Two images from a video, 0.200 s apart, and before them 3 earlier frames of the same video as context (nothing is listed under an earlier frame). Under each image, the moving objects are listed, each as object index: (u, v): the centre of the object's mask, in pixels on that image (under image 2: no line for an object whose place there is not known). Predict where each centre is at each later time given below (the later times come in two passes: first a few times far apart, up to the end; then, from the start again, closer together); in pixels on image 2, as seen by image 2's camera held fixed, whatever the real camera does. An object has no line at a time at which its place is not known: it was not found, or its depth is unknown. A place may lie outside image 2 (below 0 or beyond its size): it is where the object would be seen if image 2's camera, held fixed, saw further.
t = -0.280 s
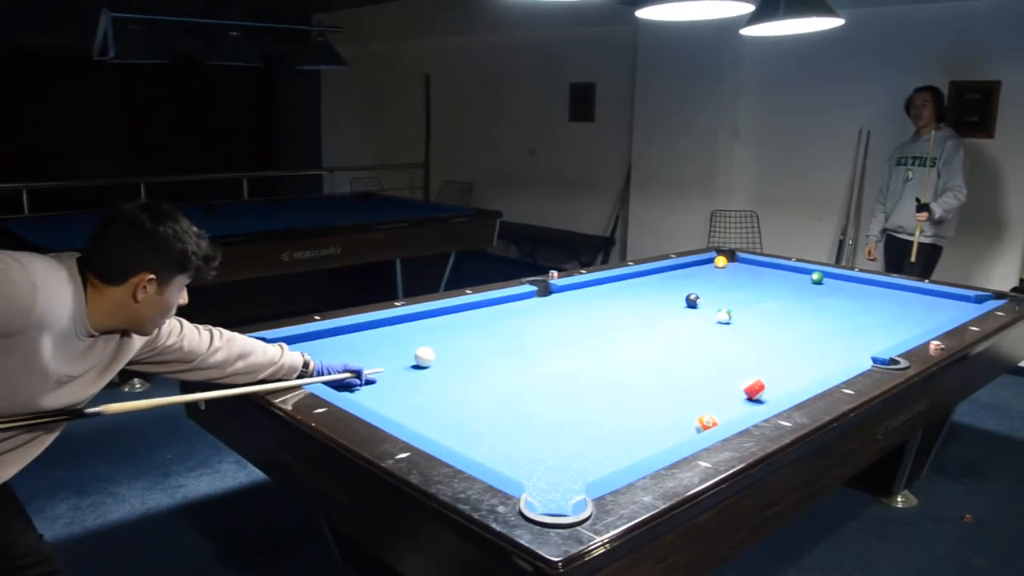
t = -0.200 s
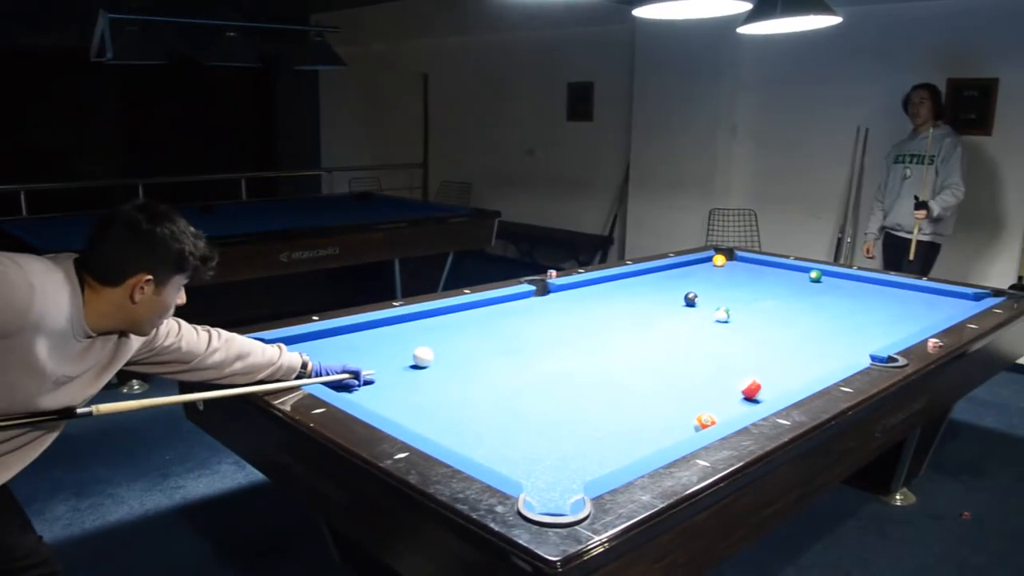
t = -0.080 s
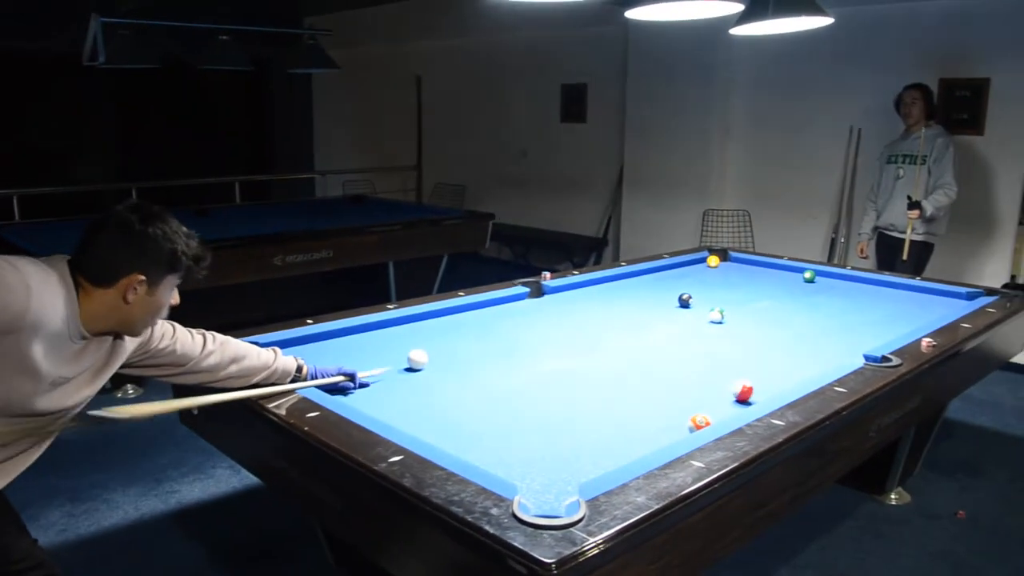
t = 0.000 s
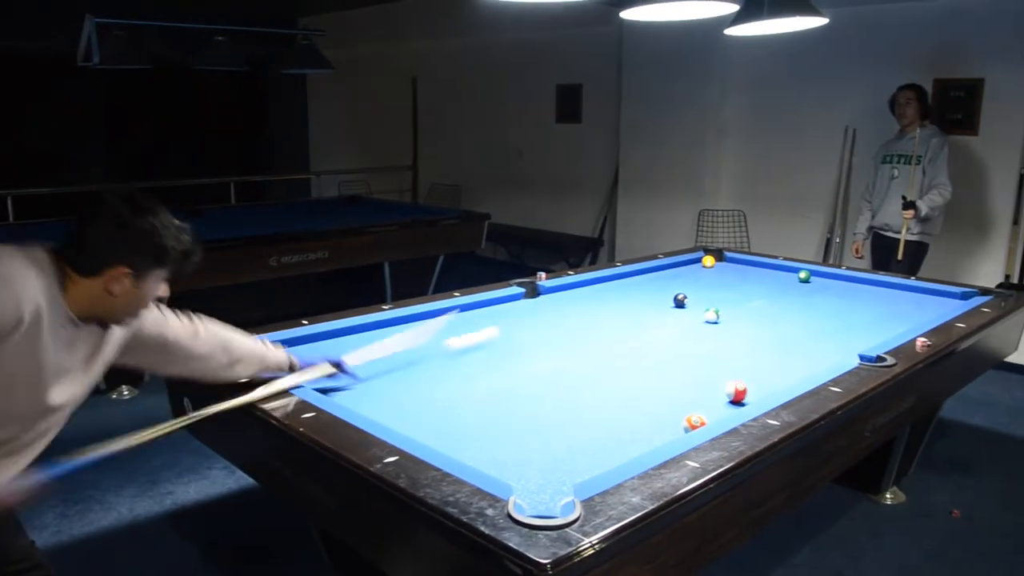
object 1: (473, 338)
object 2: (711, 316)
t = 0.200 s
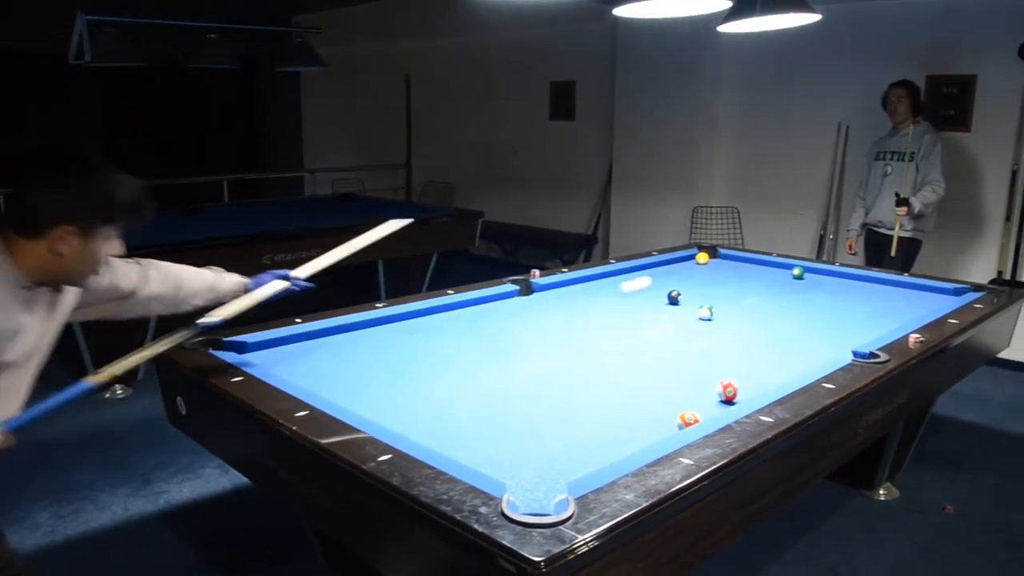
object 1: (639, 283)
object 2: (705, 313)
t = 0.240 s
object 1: (658, 277)
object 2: (705, 313)
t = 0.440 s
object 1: (716, 258)
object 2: (705, 313)
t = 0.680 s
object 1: (724, 270)
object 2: (704, 313)
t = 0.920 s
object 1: (735, 280)
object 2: (705, 312)
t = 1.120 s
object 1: (744, 291)
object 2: (704, 313)
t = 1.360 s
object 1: (758, 306)
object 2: (704, 313)
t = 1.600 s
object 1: (773, 322)
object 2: (704, 312)
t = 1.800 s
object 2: (719, 318)
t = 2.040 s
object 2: (736, 327)
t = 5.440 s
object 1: (437, 372)
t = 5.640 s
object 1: (425, 372)
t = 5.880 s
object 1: (412, 372)
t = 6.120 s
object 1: (402, 372)
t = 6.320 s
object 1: (395, 371)
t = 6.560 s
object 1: (387, 371)
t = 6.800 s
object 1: (383, 370)
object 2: (747, 354)
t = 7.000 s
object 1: (380, 370)
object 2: (747, 354)
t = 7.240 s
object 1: (379, 370)
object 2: (747, 353)
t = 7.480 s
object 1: (379, 370)
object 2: (747, 354)
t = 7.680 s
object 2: (747, 354)
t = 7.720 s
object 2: (747, 354)
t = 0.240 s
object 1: (658, 277)
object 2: (705, 313)
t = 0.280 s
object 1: (679, 270)
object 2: (705, 313)
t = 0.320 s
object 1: (697, 265)
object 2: (705, 313)
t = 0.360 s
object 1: (716, 260)
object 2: (705, 312)
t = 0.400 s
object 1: (725, 256)
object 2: (705, 313)
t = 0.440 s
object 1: (716, 258)
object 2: (705, 313)
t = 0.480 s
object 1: (716, 261)
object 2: (705, 313)
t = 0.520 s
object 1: (718, 262)
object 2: (705, 313)
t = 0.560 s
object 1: (720, 264)
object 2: (705, 313)
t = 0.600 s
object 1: (721, 266)
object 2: (705, 313)
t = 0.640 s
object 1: (723, 268)
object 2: (705, 312)
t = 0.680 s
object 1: (724, 270)
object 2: (704, 313)
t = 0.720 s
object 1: (726, 272)
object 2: (705, 313)
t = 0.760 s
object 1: (728, 273)
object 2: (704, 313)
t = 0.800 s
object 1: (729, 275)
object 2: (705, 312)
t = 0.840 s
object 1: (731, 277)
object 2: (705, 312)
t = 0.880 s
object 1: (733, 279)
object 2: (705, 312)
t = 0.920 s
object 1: (735, 280)
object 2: (705, 312)
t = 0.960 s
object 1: (737, 283)
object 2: (704, 312)
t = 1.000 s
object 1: (739, 285)
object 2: (704, 313)
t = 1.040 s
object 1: (741, 287)
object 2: (704, 312)
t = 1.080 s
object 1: (742, 289)
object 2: (704, 313)
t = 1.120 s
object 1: (744, 291)
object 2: (704, 313)
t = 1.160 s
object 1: (746, 293)
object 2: (704, 312)
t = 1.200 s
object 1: (749, 296)
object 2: (704, 313)
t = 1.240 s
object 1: (751, 298)
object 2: (704, 312)
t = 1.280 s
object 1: (753, 301)
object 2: (704, 313)
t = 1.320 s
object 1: (755, 303)
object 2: (704, 313)
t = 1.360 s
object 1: (758, 306)
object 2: (704, 313)
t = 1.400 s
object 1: (760, 308)
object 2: (704, 312)
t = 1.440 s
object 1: (762, 310)
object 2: (704, 312)
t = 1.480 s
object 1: (765, 313)
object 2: (704, 312)
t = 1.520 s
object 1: (768, 316)
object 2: (704, 312)
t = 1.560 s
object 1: (770, 319)
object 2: (704, 312)
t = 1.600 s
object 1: (773, 322)
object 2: (704, 312)
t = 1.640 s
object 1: (775, 324)
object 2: (706, 313)
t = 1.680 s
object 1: (778, 327)
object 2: (710, 314)
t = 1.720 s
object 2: (713, 315)
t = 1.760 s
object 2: (716, 316)
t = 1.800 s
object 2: (719, 318)
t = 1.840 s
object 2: (721, 319)
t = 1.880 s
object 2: (723, 320)
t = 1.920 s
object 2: (726, 321)
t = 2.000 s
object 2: (732, 324)
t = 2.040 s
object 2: (736, 327)
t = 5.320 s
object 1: (444, 372)
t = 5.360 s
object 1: (441, 373)
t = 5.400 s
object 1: (439, 372)
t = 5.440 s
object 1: (437, 372)
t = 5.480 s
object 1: (434, 372)
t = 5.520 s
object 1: (431, 372)
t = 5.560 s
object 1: (429, 372)
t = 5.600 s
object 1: (427, 372)
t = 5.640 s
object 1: (425, 372)
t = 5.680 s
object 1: (422, 372)
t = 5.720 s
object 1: (420, 372)
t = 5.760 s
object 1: (418, 372)
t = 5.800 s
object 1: (416, 372)
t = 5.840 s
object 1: (414, 372)
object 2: (747, 355)
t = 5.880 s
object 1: (412, 372)
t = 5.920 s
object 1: (410, 372)
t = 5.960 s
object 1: (409, 372)
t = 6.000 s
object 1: (407, 372)
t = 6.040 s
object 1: (405, 371)
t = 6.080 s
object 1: (404, 371)
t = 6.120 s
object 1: (402, 372)
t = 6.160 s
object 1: (400, 371)
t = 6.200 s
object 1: (398, 371)
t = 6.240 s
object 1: (397, 371)
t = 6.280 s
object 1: (396, 371)
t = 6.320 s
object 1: (395, 371)
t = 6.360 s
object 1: (393, 371)
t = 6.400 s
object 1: (392, 371)
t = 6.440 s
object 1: (390, 371)
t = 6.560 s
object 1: (387, 371)
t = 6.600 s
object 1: (387, 371)
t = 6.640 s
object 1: (386, 371)
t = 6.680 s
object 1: (384, 371)
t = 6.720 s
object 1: (384, 370)
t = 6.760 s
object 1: (383, 370)
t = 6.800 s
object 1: (383, 370)
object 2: (747, 354)
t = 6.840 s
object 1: (383, 370)
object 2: (746, 353)
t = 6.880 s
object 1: (382, 369)
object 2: (746, 353)
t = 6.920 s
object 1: (381, 370)
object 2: (746, 353)
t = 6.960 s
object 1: (380, 370)
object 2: (747, 354)
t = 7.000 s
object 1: (380, 370)
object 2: (747, 354)
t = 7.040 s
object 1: (380, 370)
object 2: (746, 354)
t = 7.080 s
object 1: (379, 370)
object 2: (747, 354)
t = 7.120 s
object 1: (379, 370)
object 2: (747, 354)
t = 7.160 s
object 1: (378, 371)
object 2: (747, 354)
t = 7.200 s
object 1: (379, 370)
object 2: (747, 354)
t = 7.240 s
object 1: (379, 370)
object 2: (747, 353)
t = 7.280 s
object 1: (379, 370)
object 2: (747, 354)
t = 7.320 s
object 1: (379, 370)
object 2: (747, 354)
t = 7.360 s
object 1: (378, 370)
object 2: (747, 354)
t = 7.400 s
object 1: (378, 370)
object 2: (747, 354)
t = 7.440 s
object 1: (378, 370)
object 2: (747, 354)
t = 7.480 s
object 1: (379, 370)
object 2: (747, 354)
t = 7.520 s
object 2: (747, 354)
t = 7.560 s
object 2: (747, 353)
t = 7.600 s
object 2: (747, 353)
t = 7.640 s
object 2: (747, 354)
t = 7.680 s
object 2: (747, 354)
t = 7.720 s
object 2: (747, 354)
